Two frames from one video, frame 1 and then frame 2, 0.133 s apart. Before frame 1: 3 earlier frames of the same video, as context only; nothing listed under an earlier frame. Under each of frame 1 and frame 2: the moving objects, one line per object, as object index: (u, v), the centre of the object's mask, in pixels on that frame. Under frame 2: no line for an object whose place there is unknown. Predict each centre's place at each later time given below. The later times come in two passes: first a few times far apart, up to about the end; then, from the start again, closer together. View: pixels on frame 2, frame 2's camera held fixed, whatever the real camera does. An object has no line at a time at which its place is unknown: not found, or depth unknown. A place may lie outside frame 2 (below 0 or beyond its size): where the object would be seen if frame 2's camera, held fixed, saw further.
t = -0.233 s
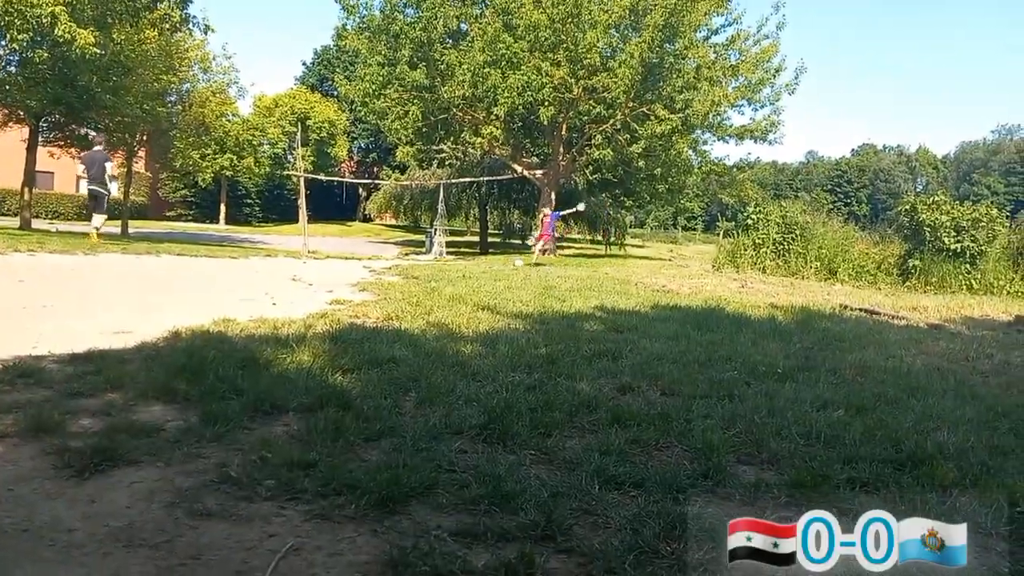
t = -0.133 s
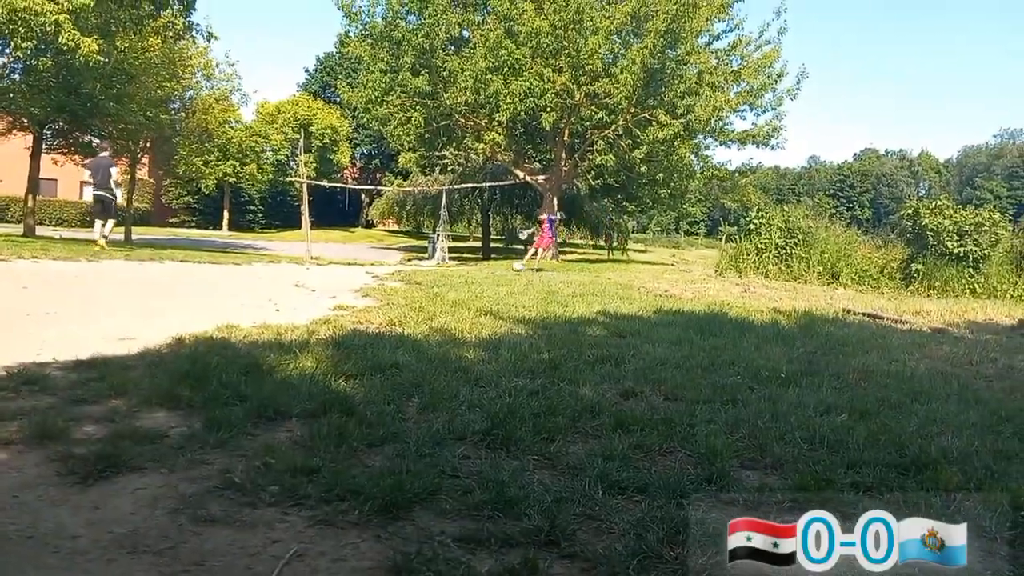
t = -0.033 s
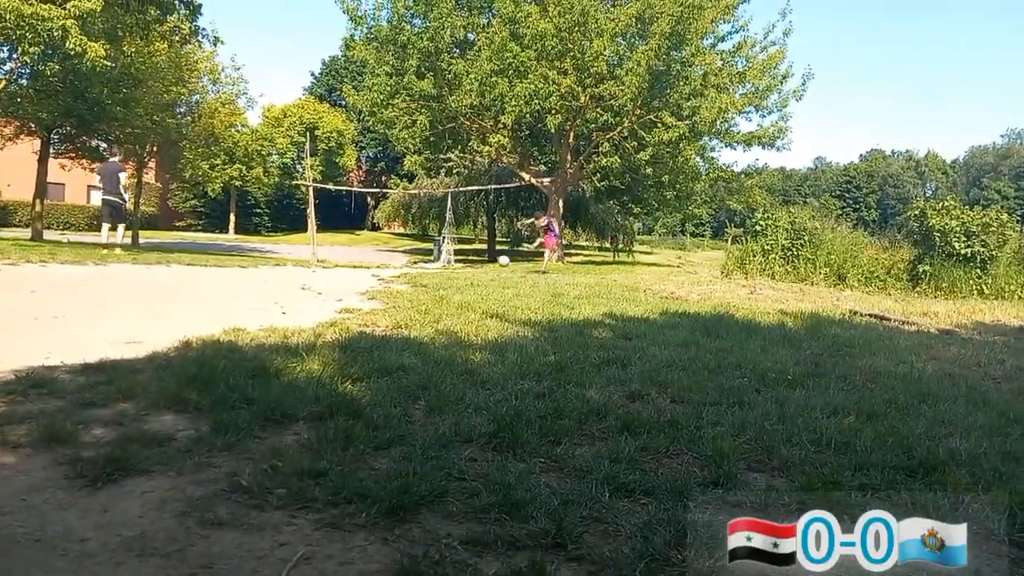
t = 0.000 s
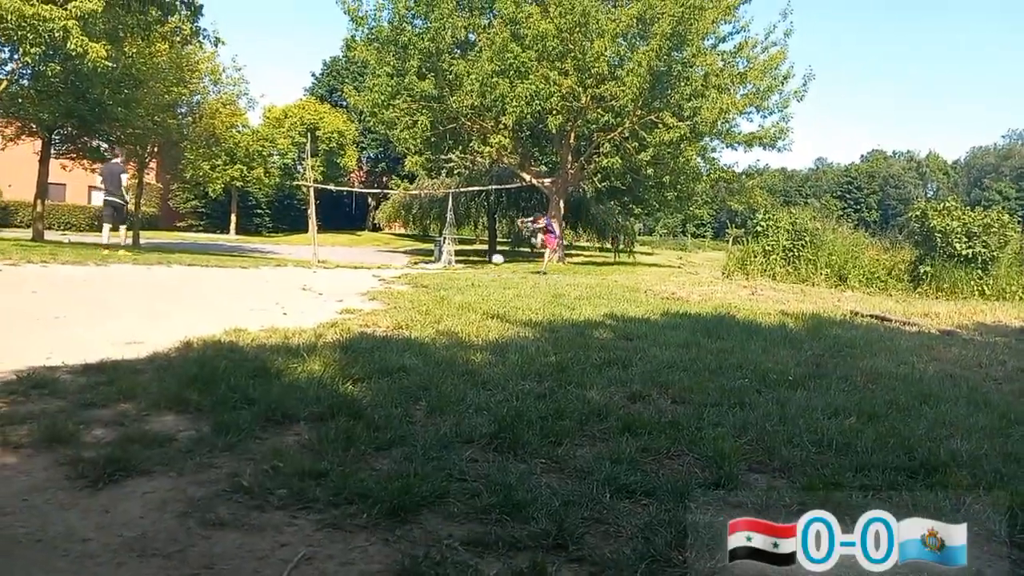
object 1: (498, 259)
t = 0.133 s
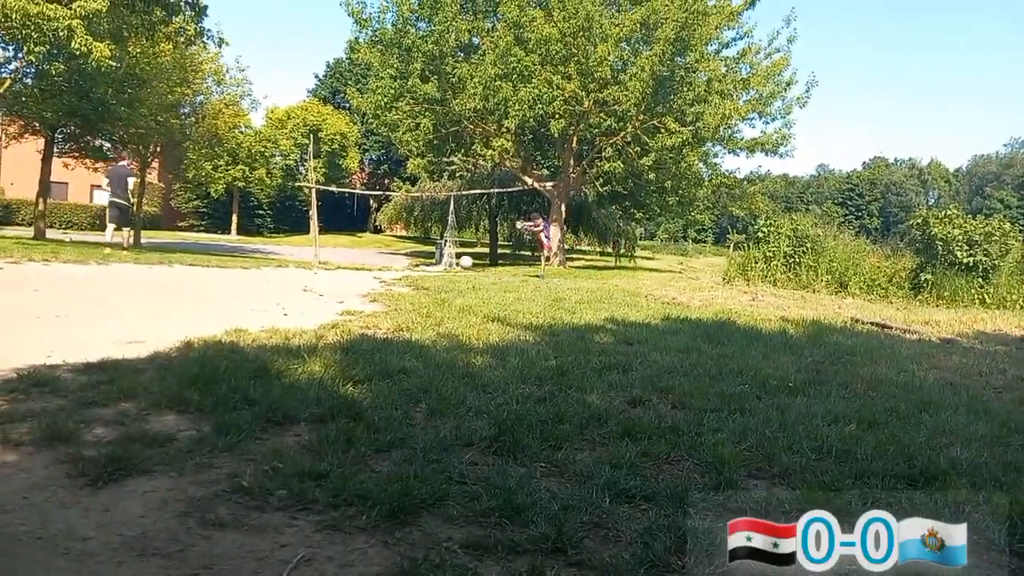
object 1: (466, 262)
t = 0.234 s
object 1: (435, 271)
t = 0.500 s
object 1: (322, 280)
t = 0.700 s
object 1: (212, 273)
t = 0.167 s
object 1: (455, 264)
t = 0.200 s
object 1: (447, 266)
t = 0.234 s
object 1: (435, 271)
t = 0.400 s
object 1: (371, 274)
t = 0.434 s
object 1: (356, 274)
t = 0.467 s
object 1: (340, 277)
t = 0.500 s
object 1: (322, 280)
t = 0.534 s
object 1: (307, 278)
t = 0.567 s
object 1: (291, 274)
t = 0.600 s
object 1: (274, 271)
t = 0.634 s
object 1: (254, 271)
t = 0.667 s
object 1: (234, 271)
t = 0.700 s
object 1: (212, 273)
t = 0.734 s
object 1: (188, 277)
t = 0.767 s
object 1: (162, 281)
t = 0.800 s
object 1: (135, 286)
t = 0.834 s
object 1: (108, 278)
